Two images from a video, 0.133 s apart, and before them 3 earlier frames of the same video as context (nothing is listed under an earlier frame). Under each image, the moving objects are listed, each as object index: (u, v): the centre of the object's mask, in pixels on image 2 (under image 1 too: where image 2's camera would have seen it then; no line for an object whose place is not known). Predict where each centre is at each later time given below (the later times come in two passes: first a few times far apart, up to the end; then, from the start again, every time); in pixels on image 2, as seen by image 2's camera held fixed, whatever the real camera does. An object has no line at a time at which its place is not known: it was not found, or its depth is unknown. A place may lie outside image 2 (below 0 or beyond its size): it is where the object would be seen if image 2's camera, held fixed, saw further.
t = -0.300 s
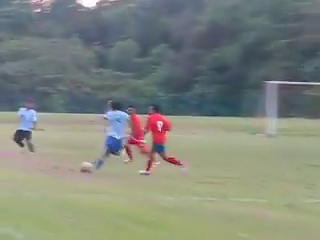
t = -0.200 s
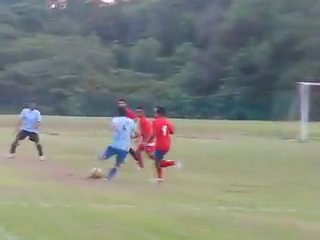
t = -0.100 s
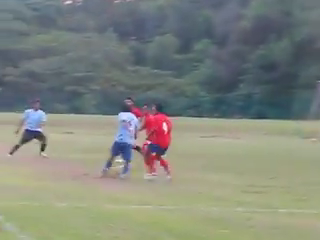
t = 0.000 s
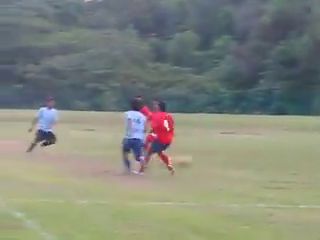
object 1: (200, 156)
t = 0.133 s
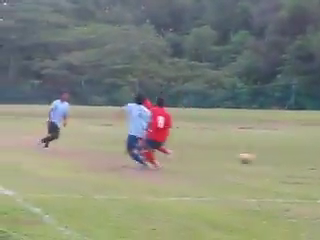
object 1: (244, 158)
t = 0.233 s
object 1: (278, 165)
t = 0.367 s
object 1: (313, 164)
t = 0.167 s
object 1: (256, 160)
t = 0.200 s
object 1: (268, 163)
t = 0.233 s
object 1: (278, 165)
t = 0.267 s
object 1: (288, 165)
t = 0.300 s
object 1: (297, 164)
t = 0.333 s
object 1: (305, 164)
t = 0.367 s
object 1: (313, 164)
